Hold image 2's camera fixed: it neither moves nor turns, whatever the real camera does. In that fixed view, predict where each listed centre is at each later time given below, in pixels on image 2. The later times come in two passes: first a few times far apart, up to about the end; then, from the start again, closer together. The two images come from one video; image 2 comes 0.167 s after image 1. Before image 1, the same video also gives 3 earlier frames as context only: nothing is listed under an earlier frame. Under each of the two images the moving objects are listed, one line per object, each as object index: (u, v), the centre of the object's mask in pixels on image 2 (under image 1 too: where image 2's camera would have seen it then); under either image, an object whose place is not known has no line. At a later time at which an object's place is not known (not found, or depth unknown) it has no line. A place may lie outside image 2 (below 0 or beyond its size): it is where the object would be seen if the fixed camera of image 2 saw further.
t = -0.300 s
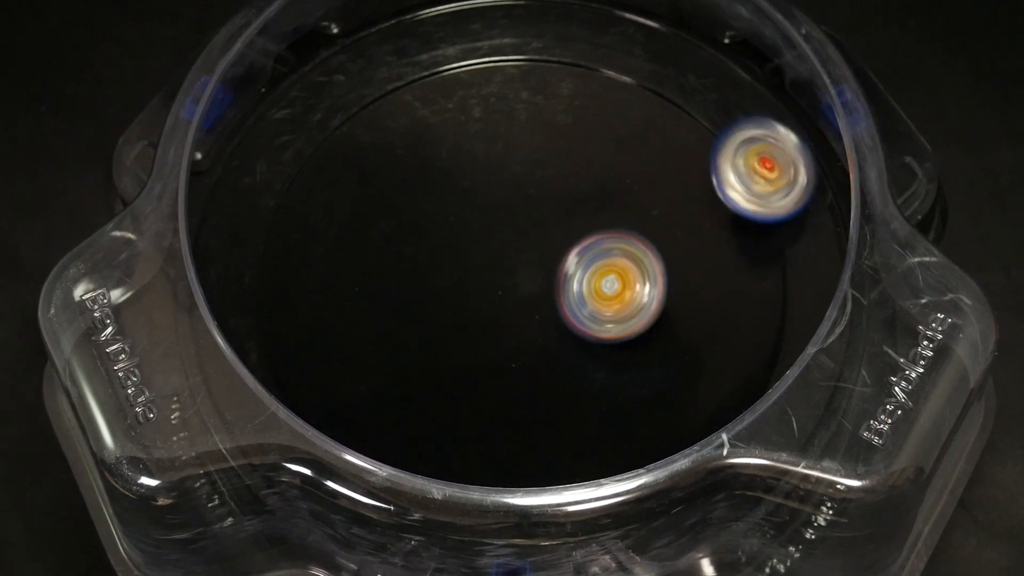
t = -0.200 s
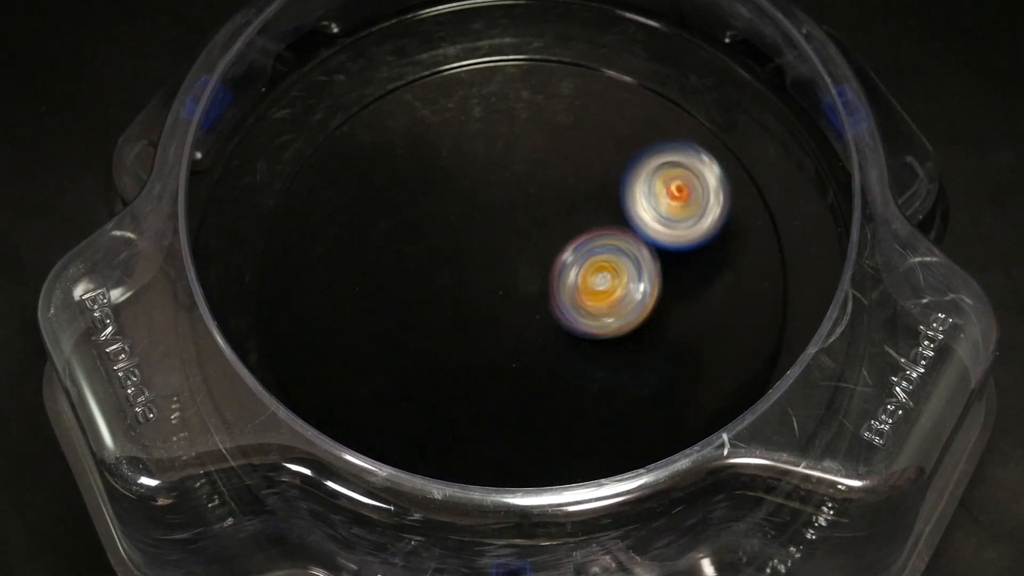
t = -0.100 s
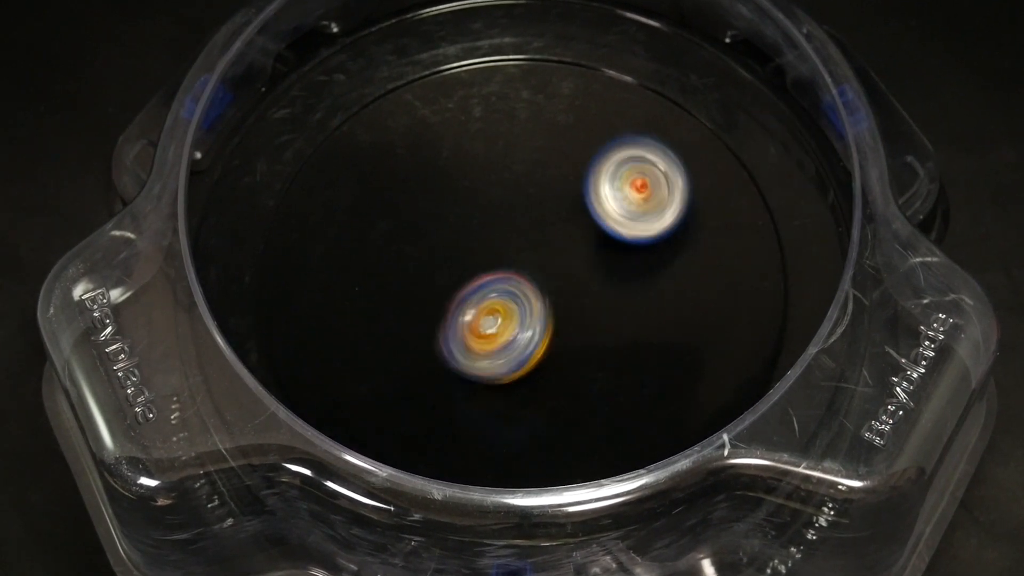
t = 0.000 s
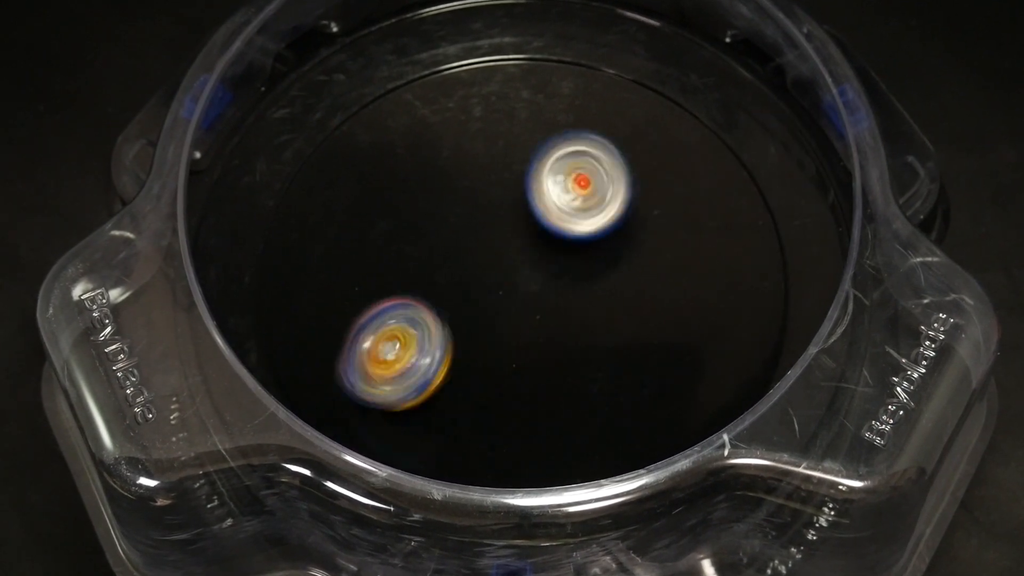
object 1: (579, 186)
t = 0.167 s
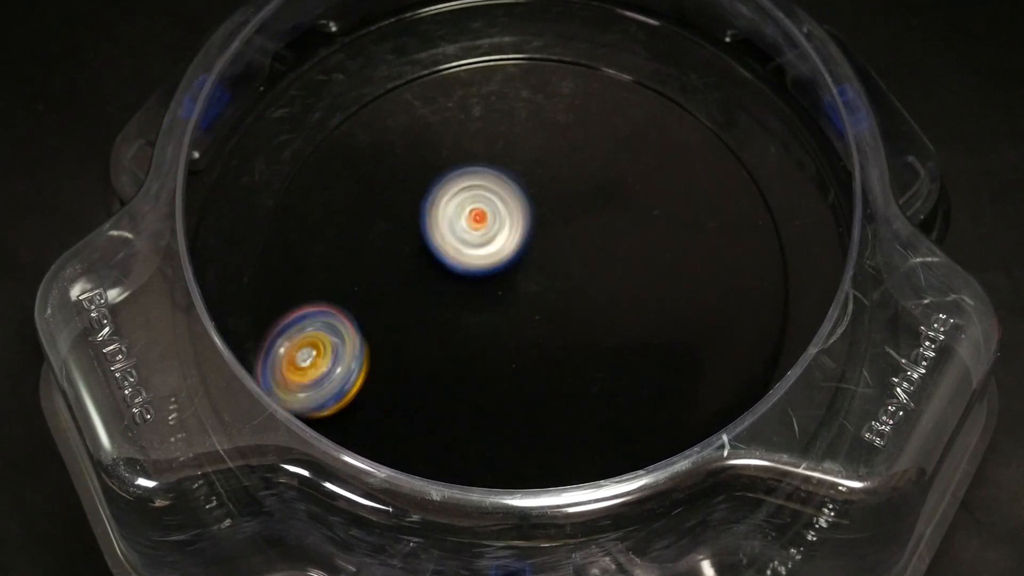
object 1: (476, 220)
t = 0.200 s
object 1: (462, 230)
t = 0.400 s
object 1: (680, 173)
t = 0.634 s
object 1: (566, 155)
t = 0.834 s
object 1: (569, 94)
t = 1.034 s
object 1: (487, 191)
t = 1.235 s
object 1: (442, 107)
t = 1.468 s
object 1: (538, 189)
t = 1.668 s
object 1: (671, 84)
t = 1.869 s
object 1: (603, 252)
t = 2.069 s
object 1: (607, 397)
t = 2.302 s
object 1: (549, 404)
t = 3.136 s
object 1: (566, 152)
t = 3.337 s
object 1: (664, 230)
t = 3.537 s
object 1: (611, 321)
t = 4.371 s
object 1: (509, 297)
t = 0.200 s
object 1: (462, 230)
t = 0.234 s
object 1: (450, 240)
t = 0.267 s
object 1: (443, 250)
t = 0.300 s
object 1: (442, 257)
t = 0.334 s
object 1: (488, 244)
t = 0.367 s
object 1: (588, 213)
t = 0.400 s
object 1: (680, 173)
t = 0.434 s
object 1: (764, 131)
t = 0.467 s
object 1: (746, 130)
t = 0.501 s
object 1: (677, 167)
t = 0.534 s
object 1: (609, 218)
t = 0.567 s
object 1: (547, 255)
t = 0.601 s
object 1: (553, 205)
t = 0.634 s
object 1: (566, 155)
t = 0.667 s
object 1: (577, 107)
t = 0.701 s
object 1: (587, 63)
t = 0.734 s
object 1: (588, 47)
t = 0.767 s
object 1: (584, 47)
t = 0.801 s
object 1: (580, 65)
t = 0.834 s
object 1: (569, 94)
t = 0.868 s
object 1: (557, 127)
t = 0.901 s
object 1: (546, 164)
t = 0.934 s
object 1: (535, 203)
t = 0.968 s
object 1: (523, 239)
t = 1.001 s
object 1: (505, 219)
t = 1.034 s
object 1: (487, 191)
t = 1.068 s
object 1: (474, 166)
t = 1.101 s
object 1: (461, 144)
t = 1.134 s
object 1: (452, 127)
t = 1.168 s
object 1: (445, 116)
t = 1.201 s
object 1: (442, 108)
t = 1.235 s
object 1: (442, 107)
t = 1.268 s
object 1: (444, 112)
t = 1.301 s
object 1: (452, 122)
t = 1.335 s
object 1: (461, 138)
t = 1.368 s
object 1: (473, 158)
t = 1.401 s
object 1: (490, 182)
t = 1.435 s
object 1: (507, 208)
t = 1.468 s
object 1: (538, 189)
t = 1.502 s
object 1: (574, 153)
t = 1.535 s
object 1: (608, 120)
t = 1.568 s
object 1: (637, 90)
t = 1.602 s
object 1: (658, 74)
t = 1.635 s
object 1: (666, 74)
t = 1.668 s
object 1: (671, 84)
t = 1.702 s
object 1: (671, 103)
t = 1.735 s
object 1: (665, 125)
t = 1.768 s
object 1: (655, 154)
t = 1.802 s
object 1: (640, 185)
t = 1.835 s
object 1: (624, 217)
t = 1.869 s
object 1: (603, 252)
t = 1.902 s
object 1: (594, 281)
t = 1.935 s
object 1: (600, 313)
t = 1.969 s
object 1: (604, 332)
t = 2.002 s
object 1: (608, 362)
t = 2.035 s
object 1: (608, 378)
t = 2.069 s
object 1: (607, 397)
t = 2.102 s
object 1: (605, 405)
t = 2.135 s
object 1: (598, 418)
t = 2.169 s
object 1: (592, 416)
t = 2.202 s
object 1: (583, 417)
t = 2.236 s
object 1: (573, 419)
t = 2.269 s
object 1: (561, 413)
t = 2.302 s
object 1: (549, 404)
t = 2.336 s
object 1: (537, 392)
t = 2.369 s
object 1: (522, 374)
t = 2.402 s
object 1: (507, 361)
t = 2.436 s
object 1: (476, 370)
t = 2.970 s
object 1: (416, 178)
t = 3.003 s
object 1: (445, 167)
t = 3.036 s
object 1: (474, 160)
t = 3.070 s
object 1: (506, 153)
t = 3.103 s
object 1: (533, 148)
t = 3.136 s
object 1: (566, 152)
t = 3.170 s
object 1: (591, 161)
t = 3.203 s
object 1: (616, 169)
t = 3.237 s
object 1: (635, 182)
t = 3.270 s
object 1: (651, 197)
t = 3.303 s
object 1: (660, 209)
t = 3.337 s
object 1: (664, 230)
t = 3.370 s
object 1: (664, 252)
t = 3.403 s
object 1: (662, 261)
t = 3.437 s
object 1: (655, 281)
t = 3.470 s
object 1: (644, 294)
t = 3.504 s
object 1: (631, 311)
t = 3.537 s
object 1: (611, 321)
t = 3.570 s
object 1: (596, 331)
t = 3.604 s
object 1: (572, 338)
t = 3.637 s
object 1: (556, 338)
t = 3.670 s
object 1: (535, 340)
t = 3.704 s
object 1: (518, 337)
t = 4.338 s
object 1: (510, 306)
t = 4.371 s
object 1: (509, 297)
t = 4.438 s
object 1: (509, 280)
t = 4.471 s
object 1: (508, 272)
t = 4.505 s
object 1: (504, 267)
